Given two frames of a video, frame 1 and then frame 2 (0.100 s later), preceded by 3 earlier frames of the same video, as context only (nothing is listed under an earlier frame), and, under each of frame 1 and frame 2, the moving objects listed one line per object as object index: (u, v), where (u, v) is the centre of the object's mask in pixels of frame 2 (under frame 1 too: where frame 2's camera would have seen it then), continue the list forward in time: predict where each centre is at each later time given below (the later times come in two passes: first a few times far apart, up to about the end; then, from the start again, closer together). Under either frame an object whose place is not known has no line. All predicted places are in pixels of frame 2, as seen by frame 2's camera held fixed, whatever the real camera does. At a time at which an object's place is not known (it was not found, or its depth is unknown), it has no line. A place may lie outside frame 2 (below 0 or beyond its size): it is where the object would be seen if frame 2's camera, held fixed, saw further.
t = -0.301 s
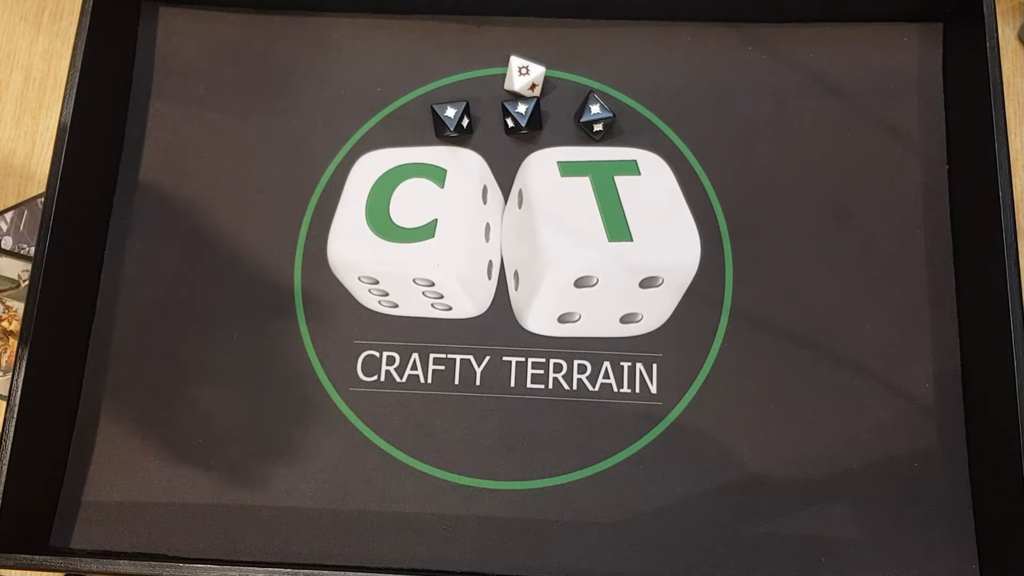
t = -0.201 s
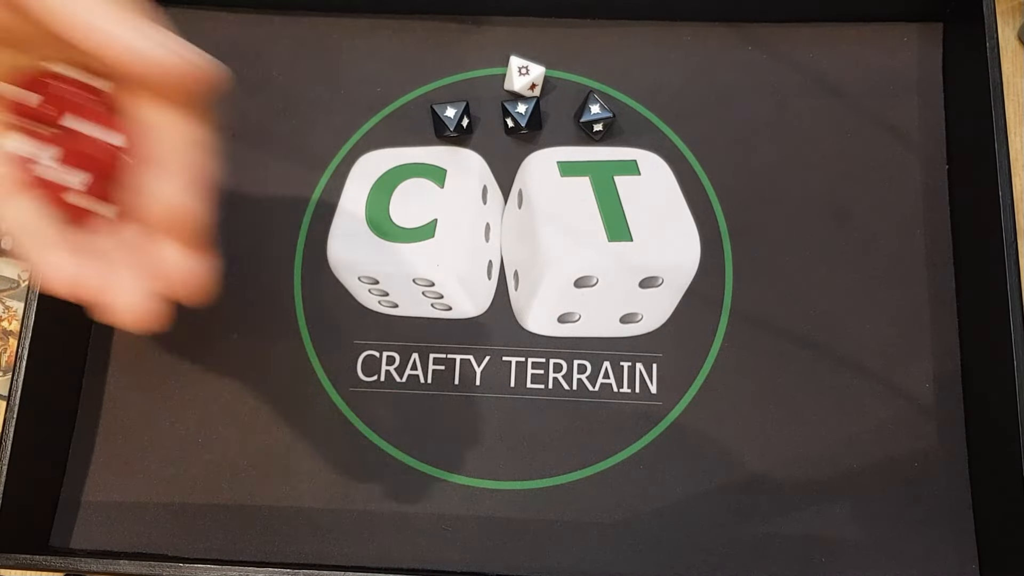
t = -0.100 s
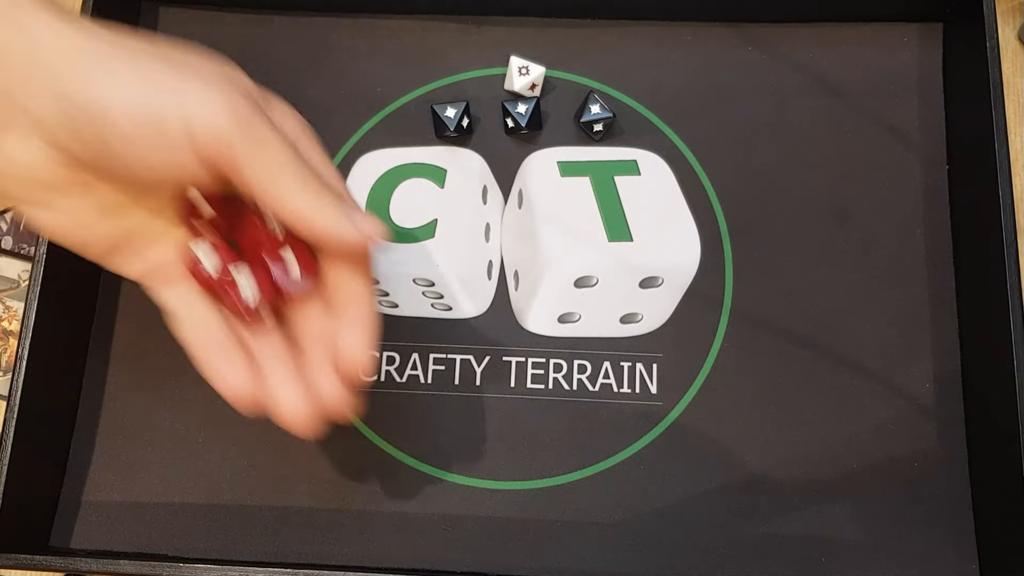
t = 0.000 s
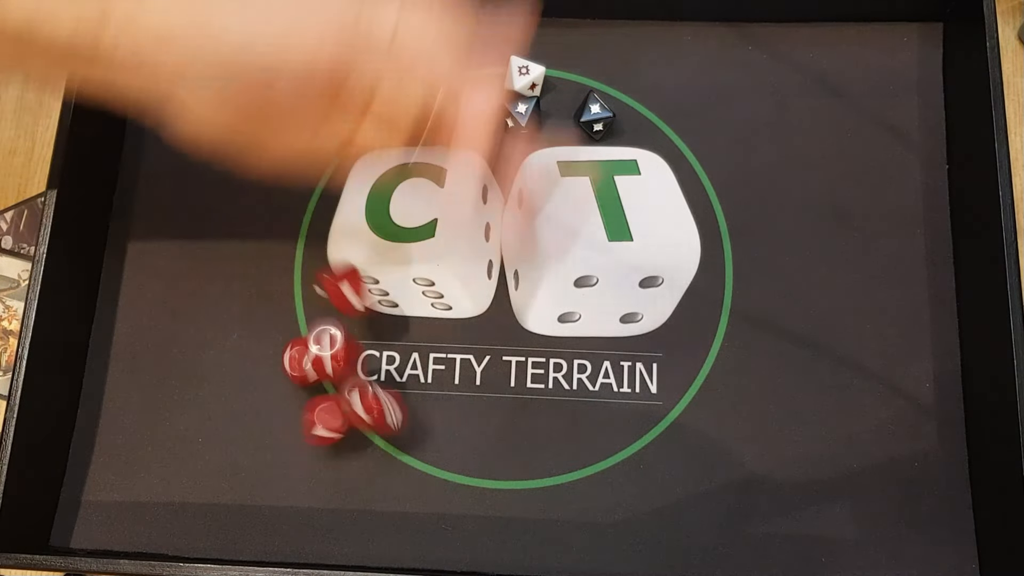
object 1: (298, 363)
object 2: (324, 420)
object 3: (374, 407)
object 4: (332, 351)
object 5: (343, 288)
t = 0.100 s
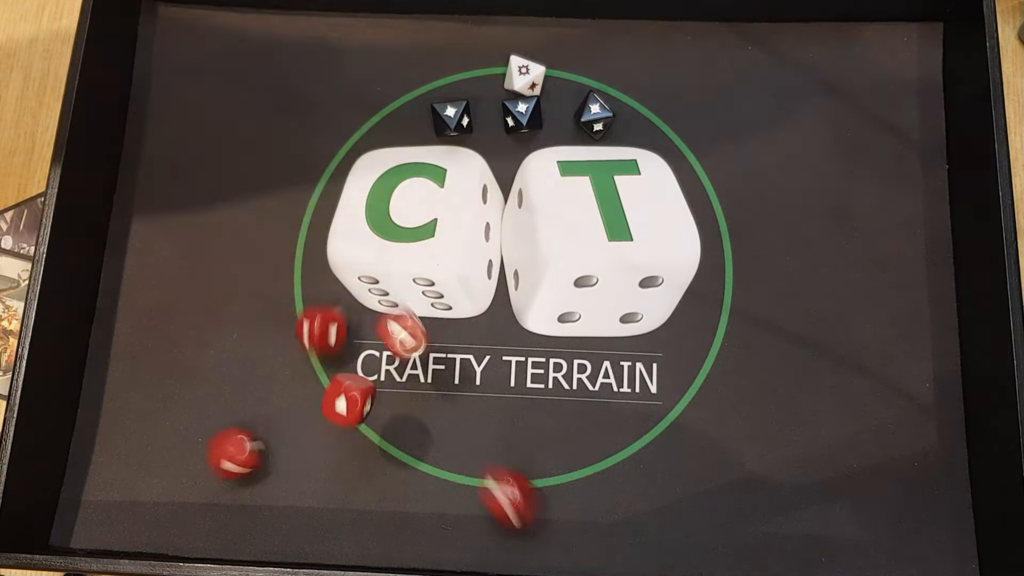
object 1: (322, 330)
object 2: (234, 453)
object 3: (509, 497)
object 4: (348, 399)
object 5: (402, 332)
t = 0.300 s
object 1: (379, 237)
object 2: (123, 414)
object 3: (714, 441)
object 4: (430, 465)
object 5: (533, 492)
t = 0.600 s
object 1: (428, 205)
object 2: (141, 322)
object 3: (778, 387)
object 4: (538, 498)
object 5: (625, 547)
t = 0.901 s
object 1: (428, 205)
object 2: (142, 322)
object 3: (778, 386)
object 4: (536, 495)
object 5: (654, 520)
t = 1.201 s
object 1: (428, 205)
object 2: (141, 322)
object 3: (778, 387)
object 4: (536, 495)
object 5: (632, 498)
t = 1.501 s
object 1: (428, 205)
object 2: (142, 322)
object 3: (778, 387)
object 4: (536, 495)
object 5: (632, 498)
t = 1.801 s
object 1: (428, 205)
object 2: (141, 321)
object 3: (778, 387)
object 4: (536, 495)
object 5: (632, 499)
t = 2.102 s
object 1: (428, 205)
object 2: (142, 322)
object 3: (779, 387)
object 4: (536, 495)
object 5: (632, 499)
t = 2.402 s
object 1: (428, 205)
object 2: (142, 322)
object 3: (779, 387)
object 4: (536, 496)
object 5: (632, 499)
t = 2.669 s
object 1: (428, 205)
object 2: (141, 322)
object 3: (778, 387)
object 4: (536, 495)
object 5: (632, 499)
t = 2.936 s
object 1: (428, 205)
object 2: (141, 322)
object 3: (778, 387)
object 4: (536, 496)
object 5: (632, 499)
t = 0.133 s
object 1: (326, 302)
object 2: (205, 453)
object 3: (550, 533)
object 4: (352, 409)
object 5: (422, 355)
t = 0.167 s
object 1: (332, 286)
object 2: (178, 447)
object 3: (591, 531)
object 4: (360, 423)
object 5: (444, 384)
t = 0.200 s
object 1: (343, 271)
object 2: (158, 442)
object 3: (627, 508)
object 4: (372, 439)
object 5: (466, 411)
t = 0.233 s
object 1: (353, 255)
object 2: (143, 434)
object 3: (659, 481)
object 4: (388, 447)
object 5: (489, 438)
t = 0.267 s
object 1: (368, 245)
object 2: (131, 426)
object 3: (689, 461)
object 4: (408, 456)
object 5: (513, 468)
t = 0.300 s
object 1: (379, 237)
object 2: (123, 414)
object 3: (714, 441)
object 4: (430, 465)
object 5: (533, 492)
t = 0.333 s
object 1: (389, 232)
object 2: (118, 402)
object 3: (735, 425)
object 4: (446, 471)
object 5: (554, 514)
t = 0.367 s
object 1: (399, 229)
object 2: (117, 391)
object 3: (752, 411)
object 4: (463, 476)
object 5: (571, 543)
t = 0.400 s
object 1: (412, 225)
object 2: (120, 380)
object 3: (765, 399)
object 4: (479, 483)
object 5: (585, 554)
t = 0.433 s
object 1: (422, 223)
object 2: (126, 370)
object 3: (774, 392)
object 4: (496, 495)
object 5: (595, 550)
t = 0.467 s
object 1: (428, 220)
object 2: (131, 362)
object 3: (778, 387)
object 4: (514, 502)
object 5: (605, 548)
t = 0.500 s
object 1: (433, 214)
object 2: (135, 352)
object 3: (779, 387)
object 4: (526, 503)
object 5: (612, 551)
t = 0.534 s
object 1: (433, 208)
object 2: (140, 337)
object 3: (778, 386)
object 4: (534, 503)
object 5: (617, 551)
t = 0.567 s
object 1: (431, 205)
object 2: (140, 328)
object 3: (778, 387)
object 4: (537, 502)
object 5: (620, 551)
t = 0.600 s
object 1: (428, 205)
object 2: (141, 322)
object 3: (778, 387)
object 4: (538, 498)
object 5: (625, 547)
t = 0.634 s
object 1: (428, 205)
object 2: (141, 321)
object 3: (779, 386)
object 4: (536, 495)
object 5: (631, 550)
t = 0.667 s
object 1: (428, 205)
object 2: (142, 322)
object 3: (778, 387)
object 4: (536, 495)
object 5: (633, 549)
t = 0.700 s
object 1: (428, 205)
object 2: (142, 322)
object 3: (778, 387)
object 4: (536, 495)
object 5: (636, 544)
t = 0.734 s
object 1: (428, 205)
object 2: (141, 321)
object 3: (778, 387)
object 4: (536, 496)
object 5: (643, 543)
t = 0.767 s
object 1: (428, 205)
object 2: (141, 321)
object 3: (778, 387)
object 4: (536, 495)
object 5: (645, 540)
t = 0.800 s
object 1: (428, 205)
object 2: (142, 322)
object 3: (779, 386)
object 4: (536, 495)
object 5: (649, 535)
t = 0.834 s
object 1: (428, 205)
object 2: (142, 322)
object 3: (778, 387)
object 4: (536, 495)
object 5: (651, 532)
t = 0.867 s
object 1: (428, 205)
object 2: (142, 322)
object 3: (779, 386)
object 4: (536, 495)
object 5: (652, 526)
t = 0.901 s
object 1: (428, 205)
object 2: (142, 322)
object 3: (778, 386)
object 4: (536, 495)
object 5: (654, 520)
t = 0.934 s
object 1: (428, 205)
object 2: (142, 322)
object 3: (778, 387)
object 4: (536, 495)
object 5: (654, 513)
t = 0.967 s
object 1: (428, 205)
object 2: (142, 322)
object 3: (778, 386)
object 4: (536, 495)
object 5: (652, 507)
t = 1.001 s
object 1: (428, 205)
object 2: (141, 322)
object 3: (778, 386)
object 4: (536, 495)
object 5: (650, 501)
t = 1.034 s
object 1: (428, 205)
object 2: (141, 321)
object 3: (779, 386)
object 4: (536, 495)
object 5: (645, 496)
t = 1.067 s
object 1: (428, 205)
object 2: (141, 322)
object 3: (778, 386)
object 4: (536, 496)
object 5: (640, 494)
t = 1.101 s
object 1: (428, 205)
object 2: (141, 322)
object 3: (779, 386)
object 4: (536, 495)
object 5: (635, 494)
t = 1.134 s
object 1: (428, 205)
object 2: (142, 322)
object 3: (779, 386)
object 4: (536, 495)
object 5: (632, 497)
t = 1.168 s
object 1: (428, 205)
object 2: (141, 322)
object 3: (779, 386)
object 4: (536, 495)
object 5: (632, 498)
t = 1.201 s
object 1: (428, 205)
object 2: (141, 322)
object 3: (778, 387)
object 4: (536, 495)
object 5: (632, 498)
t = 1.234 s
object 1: (428, 205)
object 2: (141, 322)
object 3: (778, 387)
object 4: (536, 495)
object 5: (632, 498)
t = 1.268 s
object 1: (428, 205)
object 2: (141, 322)
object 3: (778, 387)
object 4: (536, 495)
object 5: (632, 498)
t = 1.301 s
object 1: (428, 205)
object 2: (142, 322)
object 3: (778, 386)
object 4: (536, 495)
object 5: (632, 498)
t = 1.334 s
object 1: (428, 205)
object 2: (142, 322)
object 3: (778, 386)
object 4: (536, 495)
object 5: (632, 498)
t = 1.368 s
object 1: (428, 205)
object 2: (142, 322)
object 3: (778, 387)
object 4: (536, 495)
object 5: (632, 498)
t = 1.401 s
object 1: (428, 205)
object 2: (142, 322)
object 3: (778, 387)
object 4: (536, 495)
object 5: (632, 498)
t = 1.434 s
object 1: (428, 205)
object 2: (142, 322)
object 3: (778, 387)
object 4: (536, 495)
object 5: (632, 498)
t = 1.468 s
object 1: (428, 205)
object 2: (142, 322)
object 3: (778, 387)
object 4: (536, 495)
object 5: (632, 498)
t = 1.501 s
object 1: (428, 205)
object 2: (142, 322)
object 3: (778, 387)
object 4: (536, 495)
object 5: (632, 498)
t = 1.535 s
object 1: (428, 205)
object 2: (141, 322)
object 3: (778, 387)
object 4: (536, 495)
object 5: (632, 499)
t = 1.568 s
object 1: (428, 205)
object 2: (141, 322)
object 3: (778, 387)
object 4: (536, 495)
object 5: (632, 498)
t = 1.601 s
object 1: (428, 205)
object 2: (141, 322)
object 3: (778, 387)
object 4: (536, 495)
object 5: (632, 498)
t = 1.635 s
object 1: (428, 205)
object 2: (141, 322)
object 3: (778, 387)
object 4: (536, 495)
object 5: (632, 499)
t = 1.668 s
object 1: (428, 205)
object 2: (141, 322)
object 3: (778, 387)
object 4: (536, 495)
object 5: (632, 498)
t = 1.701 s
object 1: (428, 205)
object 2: (141, 322)
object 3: (778, 387)
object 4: (536, 495)
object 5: (632, 498)
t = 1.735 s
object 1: (428, 205)
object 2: (141, 322)
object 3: (779, 387)
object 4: (536, 495)
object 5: (632, 499)
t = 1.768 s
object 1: (428, 205)
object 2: (141, 322)
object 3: (778, 387)
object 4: (536, 495)
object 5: (632, 499)
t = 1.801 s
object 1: (428, 205)
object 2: (141, 321)
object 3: (778, 387)
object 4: (536, 495)
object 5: (632, 499)
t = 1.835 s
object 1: (428, 205)
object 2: (142, 322)
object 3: (778, 387)
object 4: (536, 495)
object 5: (632, 499)
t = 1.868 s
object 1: (428, 205)
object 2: (141, 322)
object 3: (778, 387)
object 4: (536, 495)
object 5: (632, 499)
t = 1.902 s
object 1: (428, 205)
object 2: (142, 322)
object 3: (779, 387)
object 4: (536, 495)
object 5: (632, 499)
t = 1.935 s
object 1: (428, 205)
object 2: (142, 322)
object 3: (779, 387)
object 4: (536, 495)
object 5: (632, 499)
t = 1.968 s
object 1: (428, 205)
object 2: (142, 322)
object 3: (778, 387)
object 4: (536, 495)
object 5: (632, 499)
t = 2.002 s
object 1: (428, 205)
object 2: (141, 322)
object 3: (779, 387)
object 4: (536, 495)
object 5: (632, 499)
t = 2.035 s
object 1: (428, 205)
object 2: (141, 322)
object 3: (779, 387)
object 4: (536, 496)
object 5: (632, 499)
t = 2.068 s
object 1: (428, 205)
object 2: (142, 322)
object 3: (778, 387)
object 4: (536, 495)
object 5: (632, 499)
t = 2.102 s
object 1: (428, 205)
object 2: (142, 322)
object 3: (779, 387)
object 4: (536, 495)
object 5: (632, 499)
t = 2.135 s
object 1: (428, 205)
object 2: (142, 322)
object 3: (779, 387)
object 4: (536, 496)
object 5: (632, 499)
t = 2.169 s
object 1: (428, 205)
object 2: (142, 322)
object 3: (778, 387)
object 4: (536, 496)
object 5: (632, 499)
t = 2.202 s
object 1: (428, 205)
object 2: (142, 322)
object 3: (779, 387)
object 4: (536, 496)
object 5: (632, 499)
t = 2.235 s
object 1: (428, 205)
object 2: (142, 322)
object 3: (779, 386)
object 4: (536, 495)
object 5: (632, 499)
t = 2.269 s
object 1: (428, 205)
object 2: (142, 322)
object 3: (779, 387)
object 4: (536, 496)
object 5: (632, 499)
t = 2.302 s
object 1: (428, 205)
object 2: (142, 322)
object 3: (778, 387)
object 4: (536, 495)
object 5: (632, 499)
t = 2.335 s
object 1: (428, 205)
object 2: (142, 322)
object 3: (778, 387)
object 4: (536, 495)
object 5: (632, 499)
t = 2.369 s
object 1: (428, 205)
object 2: (142, 322)
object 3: (779, 387)
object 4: (536, 495)
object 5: (632, 499)
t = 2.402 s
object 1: (428, 205)
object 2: (142, 322)
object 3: (779, 387)
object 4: (536, 496)
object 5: (632, 499)
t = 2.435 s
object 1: (428, 205)
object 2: (142, 322)
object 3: (779, 387)
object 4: (536, 496)
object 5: (632, 499)
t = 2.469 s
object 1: (428, 205)
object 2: (142, 322)
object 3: (779, 387)
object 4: (536, 495)
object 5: (633, 499)
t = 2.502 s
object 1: (428, 205)
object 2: (142, 322)
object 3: (779, 387)
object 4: (536, 496)
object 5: (632, 499)
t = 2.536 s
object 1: (428, 205)
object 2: (142, 322)
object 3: (779, 387)
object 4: (536, 496)
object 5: (632, 499)
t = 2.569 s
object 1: (428, 205)
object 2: (142, 322)
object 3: (778, 387)
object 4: (536, 495)
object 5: (632, 499)
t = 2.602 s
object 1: (428, 205)
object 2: (141, 322)
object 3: (778, 387)
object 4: (536, 496)
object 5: (632, 499)
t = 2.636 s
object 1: (428, 205)
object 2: (141, 322)
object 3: (779, 386)
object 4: (536, 495)
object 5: (632, 499)
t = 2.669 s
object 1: (428, 205)
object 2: (141, 322)
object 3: (778, 387)
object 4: (536, 495)
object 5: (632, 499)
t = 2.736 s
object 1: (428, 205)
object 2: (142, 322)
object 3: (779, 387)
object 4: (536, 495)
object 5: (632, 499)
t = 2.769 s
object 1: (428, 205)
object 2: (141, 322)
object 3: (779, 387)
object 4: (536, 496)
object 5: (632, 499)
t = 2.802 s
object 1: (428, 206)
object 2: (141, 322)
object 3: (779, 387)
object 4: (536, 496)
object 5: (632, 499)
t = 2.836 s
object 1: (428, 205)
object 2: (141, 322)
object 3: (779, 387)
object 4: (536, 496)
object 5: (632, 499)
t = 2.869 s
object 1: (428, 205)
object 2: (141, 322)
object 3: (779, 387)
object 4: (536, 496)
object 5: (632, 499)
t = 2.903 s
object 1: (428, 205)
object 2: (141, 322)
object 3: (778, 387)
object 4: (536, 496)
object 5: (632, 499)
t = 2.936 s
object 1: (428, 205)
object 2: (141, 322)
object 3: (778, 387)
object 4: (536, 496)
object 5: (632, 499)
